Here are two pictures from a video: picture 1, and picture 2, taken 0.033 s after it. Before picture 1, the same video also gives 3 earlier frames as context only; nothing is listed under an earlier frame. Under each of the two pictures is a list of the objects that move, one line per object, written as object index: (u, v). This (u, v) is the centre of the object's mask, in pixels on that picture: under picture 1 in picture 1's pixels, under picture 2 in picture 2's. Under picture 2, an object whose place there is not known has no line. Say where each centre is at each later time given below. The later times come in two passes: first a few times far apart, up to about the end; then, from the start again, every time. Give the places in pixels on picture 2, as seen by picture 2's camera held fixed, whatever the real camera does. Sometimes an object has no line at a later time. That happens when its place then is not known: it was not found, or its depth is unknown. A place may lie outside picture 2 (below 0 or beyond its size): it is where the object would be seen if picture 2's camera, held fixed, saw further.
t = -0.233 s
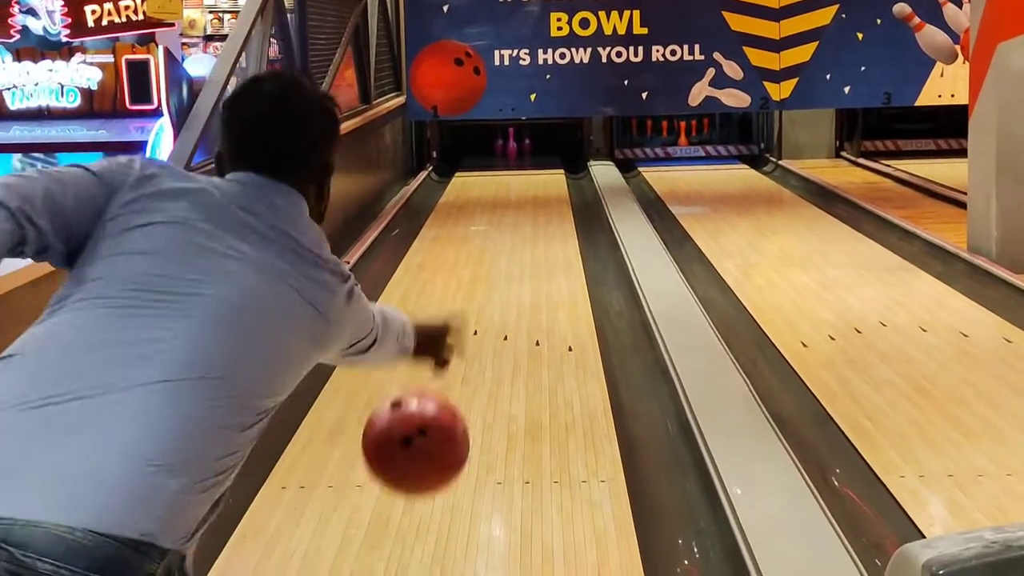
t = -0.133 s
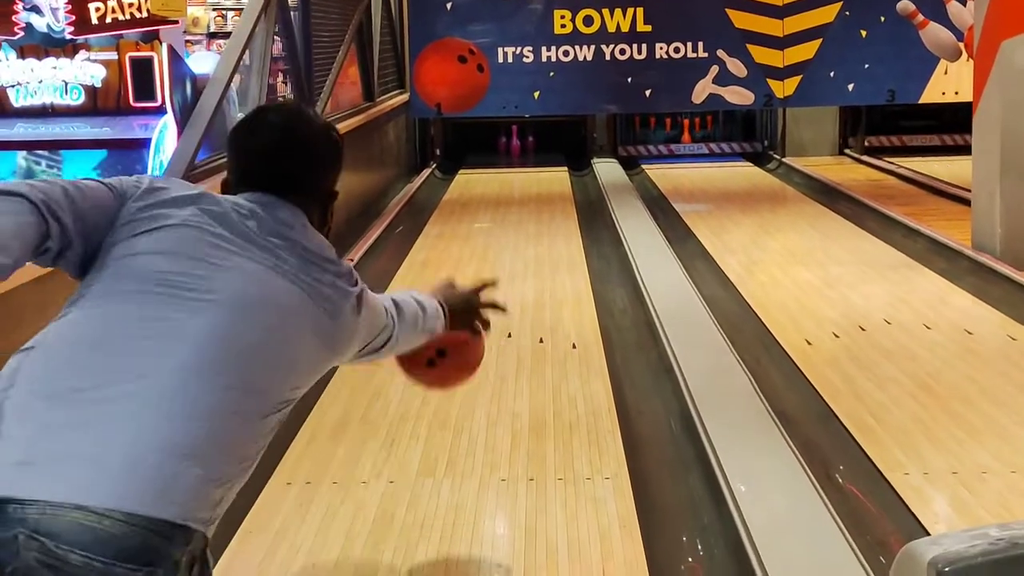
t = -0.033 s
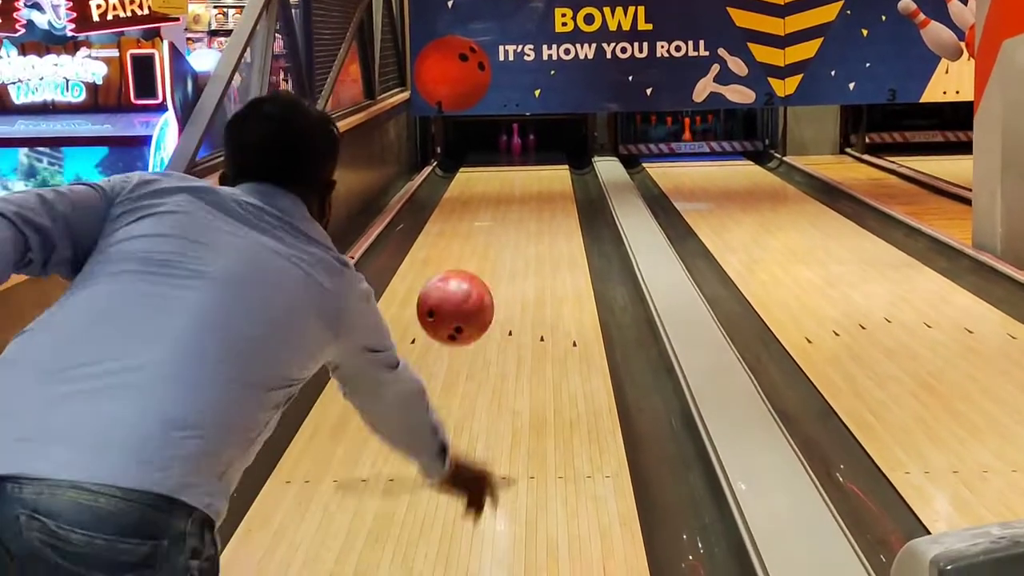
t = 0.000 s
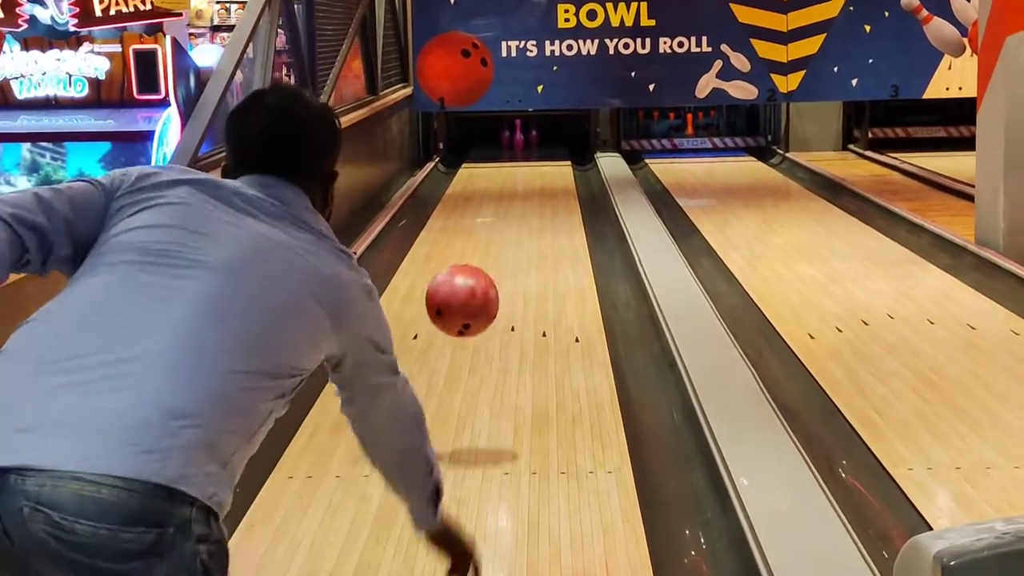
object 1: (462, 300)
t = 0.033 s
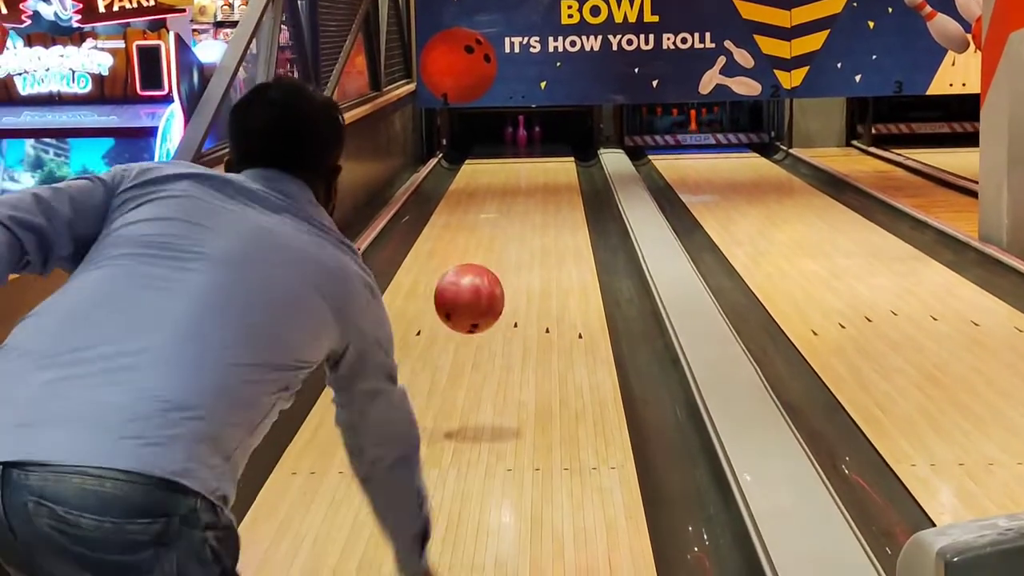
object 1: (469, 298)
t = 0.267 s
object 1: (491, 314)
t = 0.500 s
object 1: (502, 266)
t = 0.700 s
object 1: (509, 232)
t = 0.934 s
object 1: (511, 205)
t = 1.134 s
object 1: (513, 187)
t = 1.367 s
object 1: (517, 171)
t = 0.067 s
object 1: (473, 303)
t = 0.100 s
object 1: (477, 310)
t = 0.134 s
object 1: (481, 320)
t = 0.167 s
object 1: (484, 332)
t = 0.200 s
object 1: (487, 343)
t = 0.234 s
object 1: (489, 326)
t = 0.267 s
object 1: (491, 314)
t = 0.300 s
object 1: (493, 305)
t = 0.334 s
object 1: (495, 299)
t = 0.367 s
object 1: (496, 295)
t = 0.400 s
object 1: (498, 288)
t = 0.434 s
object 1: (500, 281)
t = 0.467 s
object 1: (501, 274)
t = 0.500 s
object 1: (502, 266)
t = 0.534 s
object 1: (503, 259)
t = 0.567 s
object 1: (505, 254)
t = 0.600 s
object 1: (506, 248)
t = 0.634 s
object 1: (507, 243)
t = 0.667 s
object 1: (507, 237)
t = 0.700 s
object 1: (509, 232)
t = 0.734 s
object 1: (510, 228)
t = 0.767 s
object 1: (511, 224)
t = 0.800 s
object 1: (511, 220)
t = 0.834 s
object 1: (511, 216)
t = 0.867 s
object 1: (511, 212)
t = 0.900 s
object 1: (510, 209)
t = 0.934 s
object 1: (511, 205)
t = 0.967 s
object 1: (511, 201)
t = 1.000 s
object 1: (512, 198)
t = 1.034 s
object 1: (512, 195)
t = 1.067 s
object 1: (513, 192)
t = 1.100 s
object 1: (514, 190)
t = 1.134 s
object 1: (513, 187)
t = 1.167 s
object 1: (513, 184)
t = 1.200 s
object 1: (514, 182)
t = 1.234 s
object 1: (516, 180)
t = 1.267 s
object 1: (516, 177)
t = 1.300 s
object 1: (515, 174)
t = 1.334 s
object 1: (516, 173)
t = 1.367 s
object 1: (517, 171)
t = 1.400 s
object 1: (518, 168)
